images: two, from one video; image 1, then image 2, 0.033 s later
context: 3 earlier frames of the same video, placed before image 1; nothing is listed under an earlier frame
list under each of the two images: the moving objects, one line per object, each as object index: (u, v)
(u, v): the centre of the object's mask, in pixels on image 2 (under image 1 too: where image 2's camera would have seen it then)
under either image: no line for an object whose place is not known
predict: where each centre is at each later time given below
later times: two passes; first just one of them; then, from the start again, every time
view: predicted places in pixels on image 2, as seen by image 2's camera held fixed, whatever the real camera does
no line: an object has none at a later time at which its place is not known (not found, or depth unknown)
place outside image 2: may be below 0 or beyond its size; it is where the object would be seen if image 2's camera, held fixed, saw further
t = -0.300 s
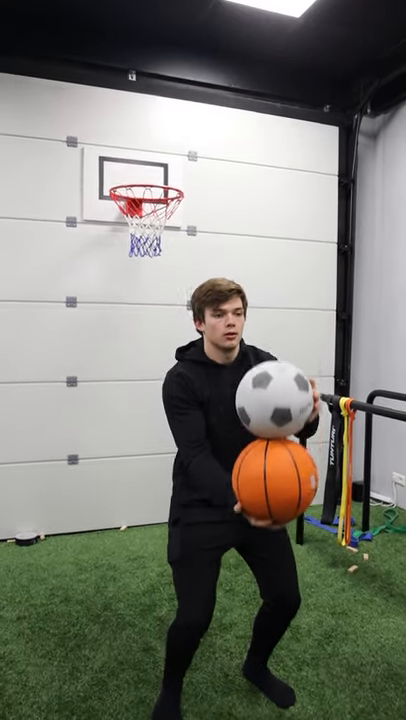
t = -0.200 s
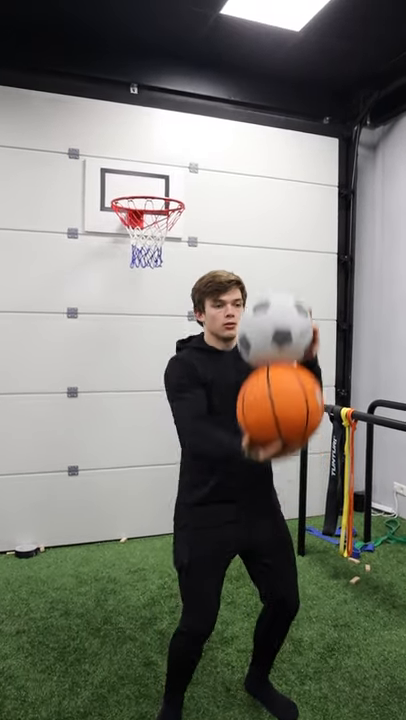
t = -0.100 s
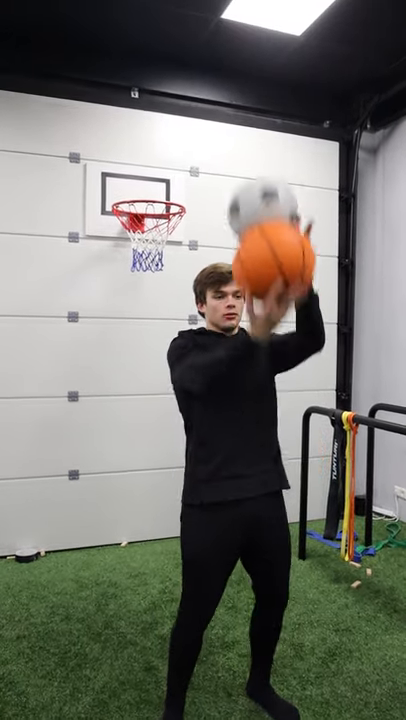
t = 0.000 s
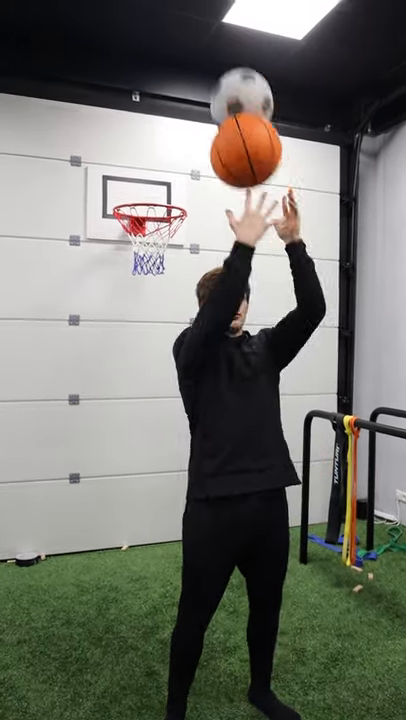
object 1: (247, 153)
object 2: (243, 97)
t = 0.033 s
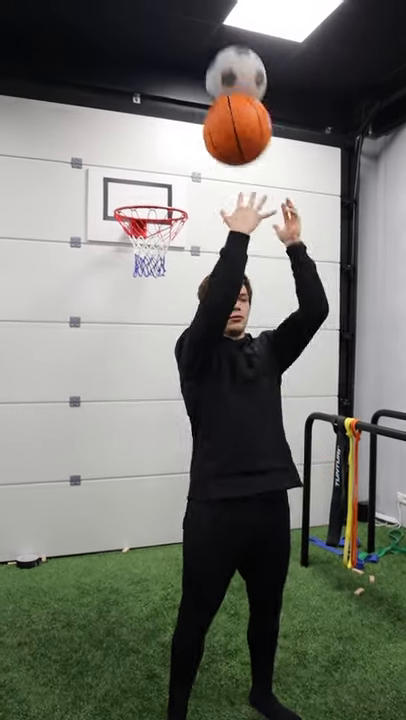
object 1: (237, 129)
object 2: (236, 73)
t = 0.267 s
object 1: (186, 74)
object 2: (200, 6)
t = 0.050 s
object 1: (232, 120)
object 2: (233, 64)
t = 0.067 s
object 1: (228, 111)
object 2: (230, 55)
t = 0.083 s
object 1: (223, 103)
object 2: (227, 47)
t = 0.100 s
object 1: (219, 98)
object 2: (224, 40)
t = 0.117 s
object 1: (215, 92)
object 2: (221, 34)
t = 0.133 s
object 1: (211, 87)
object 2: (218, 28)
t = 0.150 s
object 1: (207, 82)
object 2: (215, 23)
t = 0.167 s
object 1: (204, 79)
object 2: (213, 18)
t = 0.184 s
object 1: (201, 76)
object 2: (211, 15)
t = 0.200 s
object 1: (197, 75)
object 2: (208, 11)
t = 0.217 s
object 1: (194, 73)
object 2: (206, 9)
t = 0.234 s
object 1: (191, 73)
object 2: (204, 7)
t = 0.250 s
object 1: (189, 74)
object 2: (202, 6)
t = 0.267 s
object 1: (186, 74)
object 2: (200, 6)
